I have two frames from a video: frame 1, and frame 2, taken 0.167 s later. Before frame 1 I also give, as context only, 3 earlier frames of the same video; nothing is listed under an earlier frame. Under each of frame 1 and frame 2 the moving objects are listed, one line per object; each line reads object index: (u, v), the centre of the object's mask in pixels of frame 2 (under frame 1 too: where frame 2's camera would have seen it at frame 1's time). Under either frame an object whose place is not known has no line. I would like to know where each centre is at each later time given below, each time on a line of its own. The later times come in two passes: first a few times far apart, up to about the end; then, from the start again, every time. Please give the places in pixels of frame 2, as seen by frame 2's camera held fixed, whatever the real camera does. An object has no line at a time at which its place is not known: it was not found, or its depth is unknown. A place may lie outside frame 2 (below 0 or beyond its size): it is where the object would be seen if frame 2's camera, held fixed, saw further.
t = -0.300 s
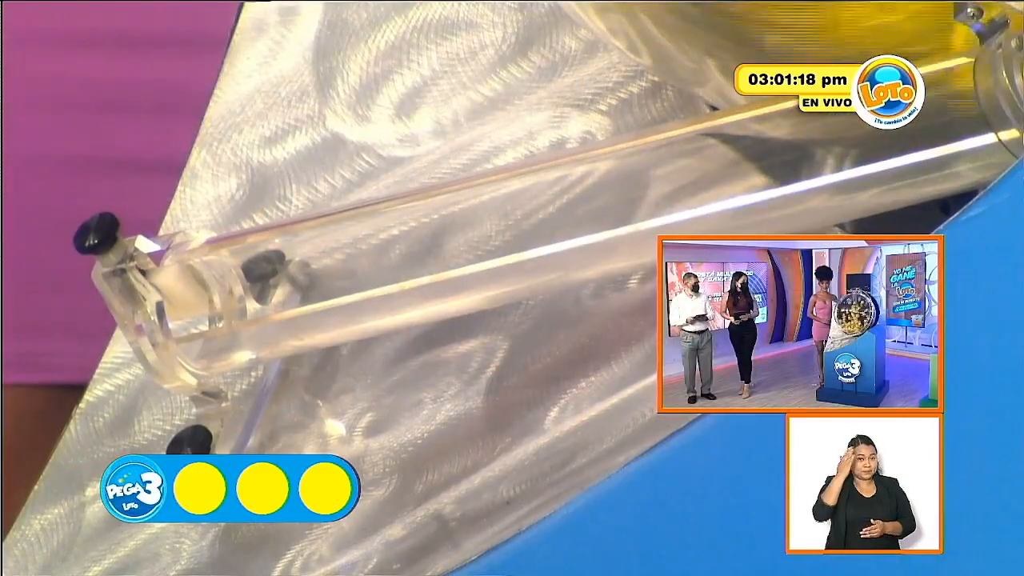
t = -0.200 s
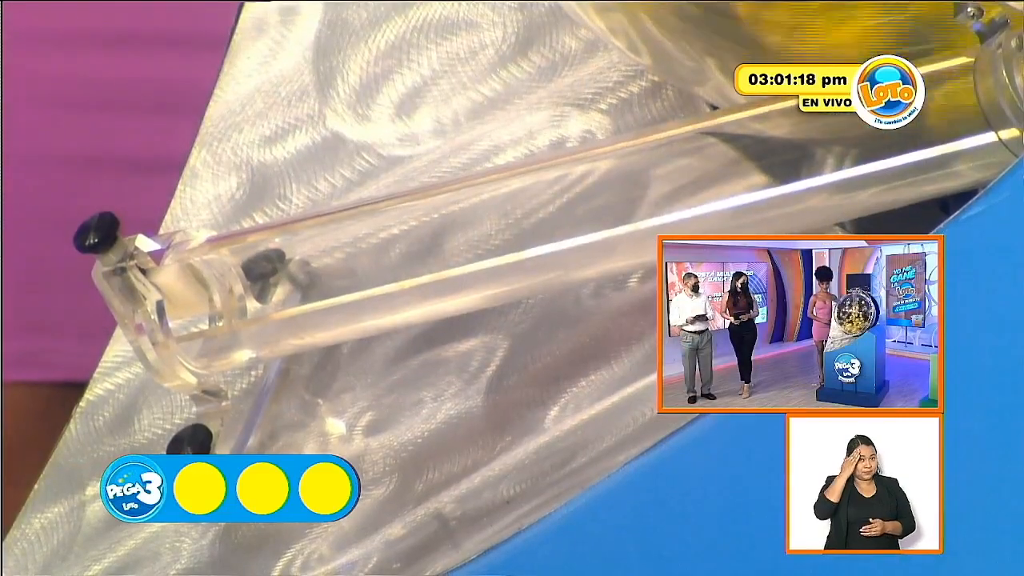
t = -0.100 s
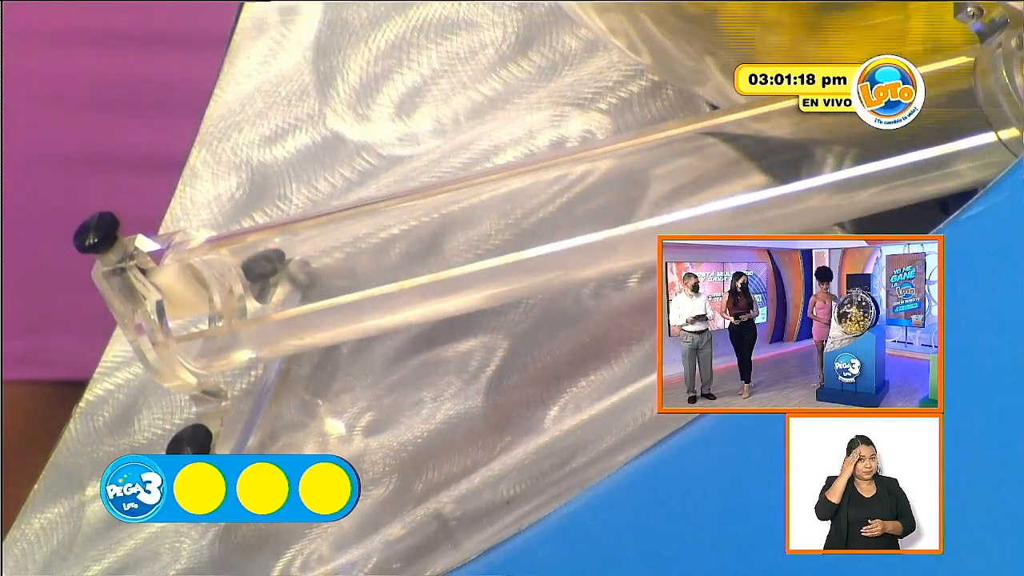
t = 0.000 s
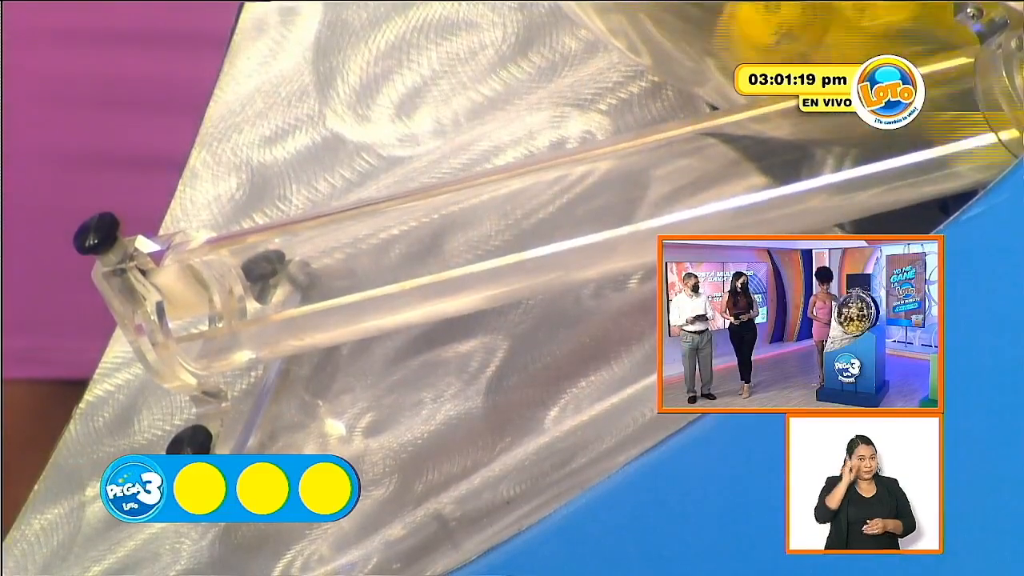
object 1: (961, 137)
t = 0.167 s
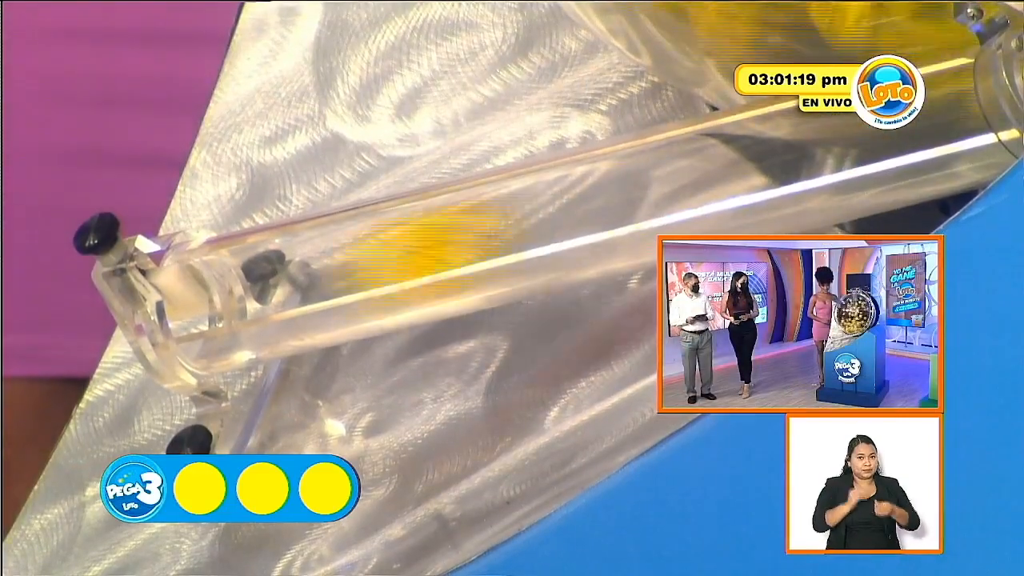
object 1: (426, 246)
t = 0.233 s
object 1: (263, 283)
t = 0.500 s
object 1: (256, 287)
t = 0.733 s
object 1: (257, 296)
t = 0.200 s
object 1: (310, 275)
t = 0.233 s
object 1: (263, 283)
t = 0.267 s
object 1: (282, 279)
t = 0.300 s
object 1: (288, 278)
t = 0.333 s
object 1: (281, 280)
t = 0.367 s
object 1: (265, 284)
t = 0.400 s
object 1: (257, 286)
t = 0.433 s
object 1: (257, 287)
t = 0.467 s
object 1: (257, 296)
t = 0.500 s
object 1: (256, 287)
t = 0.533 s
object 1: (256, 295)
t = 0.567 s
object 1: (256, 287)
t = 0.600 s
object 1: (257, 295)
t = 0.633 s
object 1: (257, 296)
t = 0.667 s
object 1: (257, 296)
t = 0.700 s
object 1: (257, 295)
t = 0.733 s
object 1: (257, 296)
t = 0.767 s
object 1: (257, 295)
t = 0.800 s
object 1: (257, 296)
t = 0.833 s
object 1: (257, 296)
